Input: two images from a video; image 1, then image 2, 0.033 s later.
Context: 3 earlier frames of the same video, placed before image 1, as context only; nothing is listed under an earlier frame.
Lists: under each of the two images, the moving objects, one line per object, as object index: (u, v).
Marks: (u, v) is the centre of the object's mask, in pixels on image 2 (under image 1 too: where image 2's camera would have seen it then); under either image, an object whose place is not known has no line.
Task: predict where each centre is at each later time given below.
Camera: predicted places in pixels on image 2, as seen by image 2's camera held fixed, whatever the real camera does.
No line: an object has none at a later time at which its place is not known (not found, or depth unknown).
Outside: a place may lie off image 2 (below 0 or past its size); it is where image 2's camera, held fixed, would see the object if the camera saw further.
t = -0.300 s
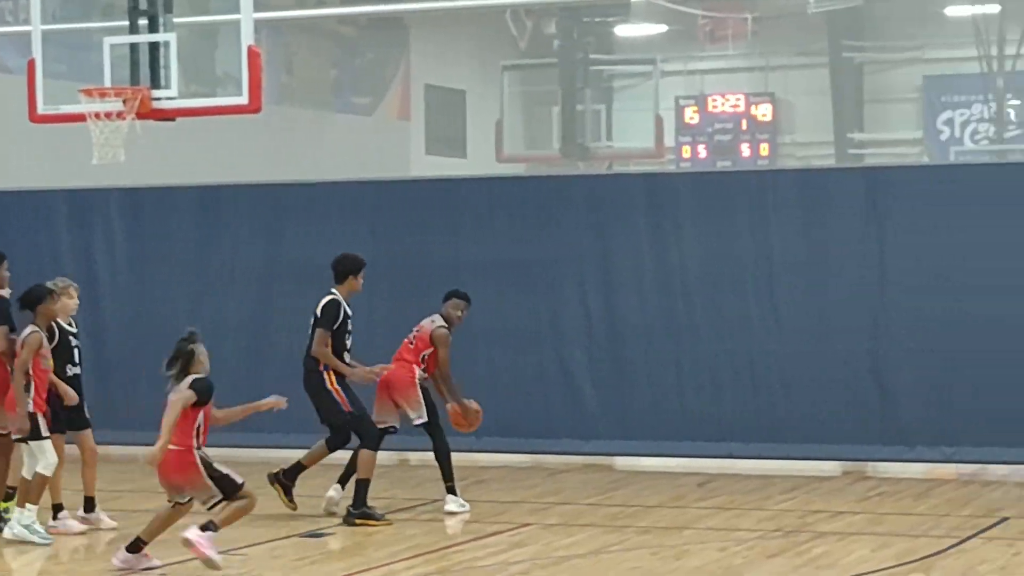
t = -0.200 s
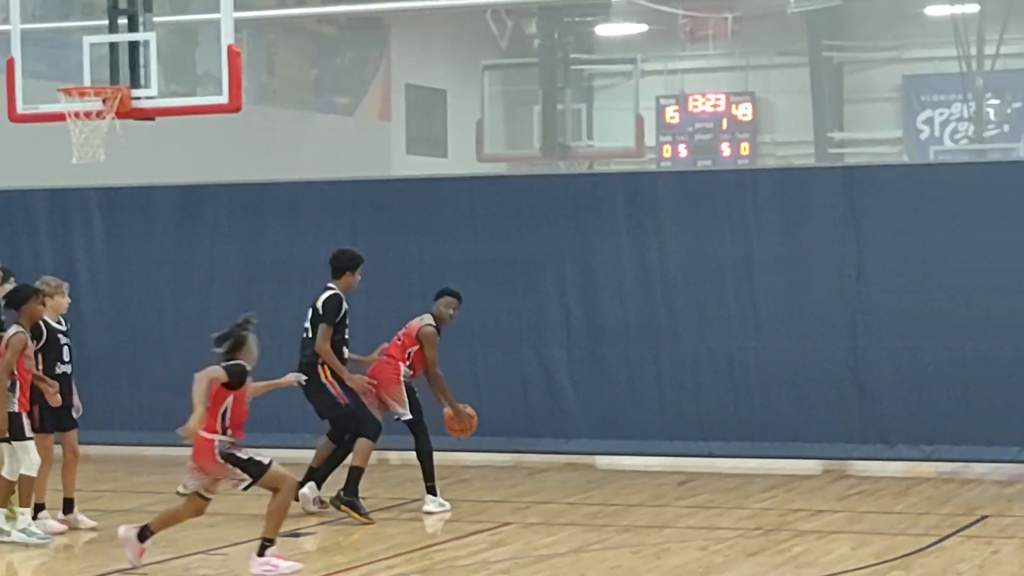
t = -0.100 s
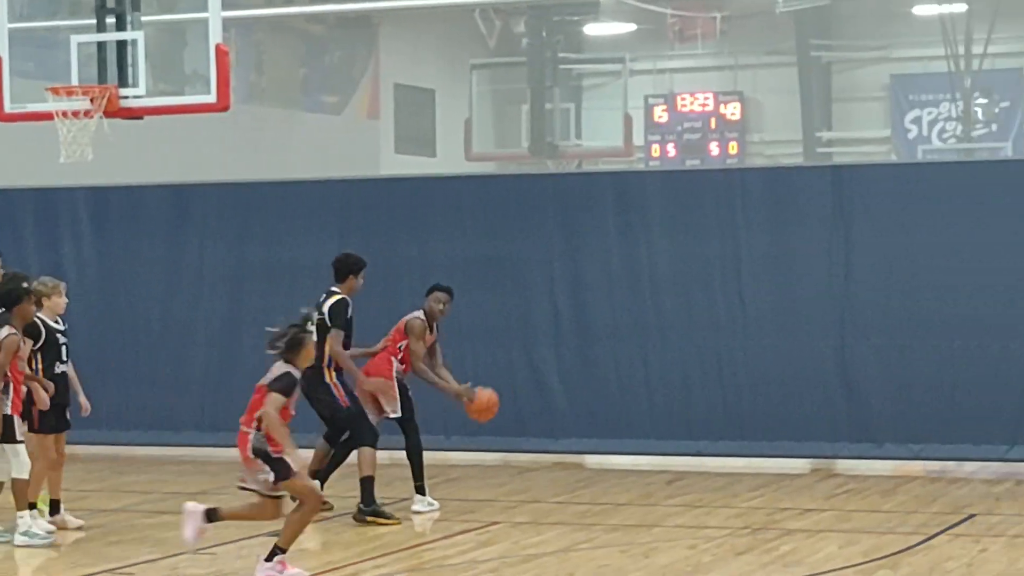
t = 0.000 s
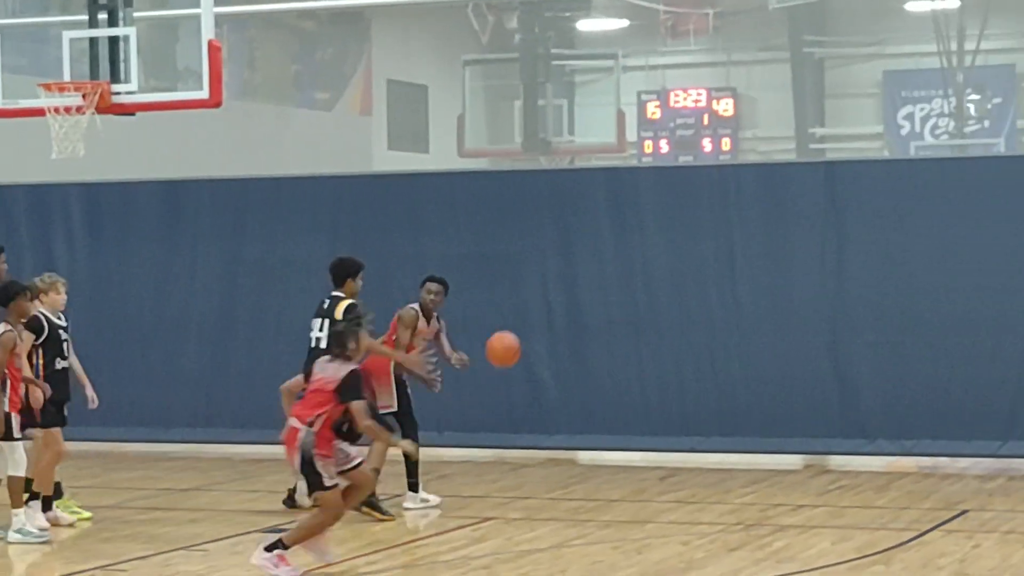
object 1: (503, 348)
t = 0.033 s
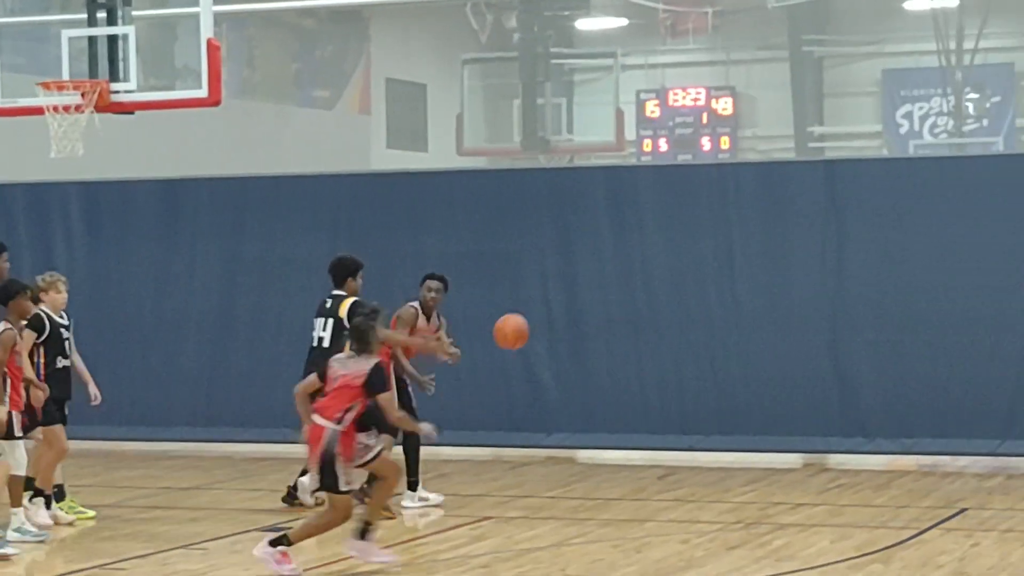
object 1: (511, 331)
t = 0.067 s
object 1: (521, 317)
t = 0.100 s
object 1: (530, 304)
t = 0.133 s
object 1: (540, 292)
